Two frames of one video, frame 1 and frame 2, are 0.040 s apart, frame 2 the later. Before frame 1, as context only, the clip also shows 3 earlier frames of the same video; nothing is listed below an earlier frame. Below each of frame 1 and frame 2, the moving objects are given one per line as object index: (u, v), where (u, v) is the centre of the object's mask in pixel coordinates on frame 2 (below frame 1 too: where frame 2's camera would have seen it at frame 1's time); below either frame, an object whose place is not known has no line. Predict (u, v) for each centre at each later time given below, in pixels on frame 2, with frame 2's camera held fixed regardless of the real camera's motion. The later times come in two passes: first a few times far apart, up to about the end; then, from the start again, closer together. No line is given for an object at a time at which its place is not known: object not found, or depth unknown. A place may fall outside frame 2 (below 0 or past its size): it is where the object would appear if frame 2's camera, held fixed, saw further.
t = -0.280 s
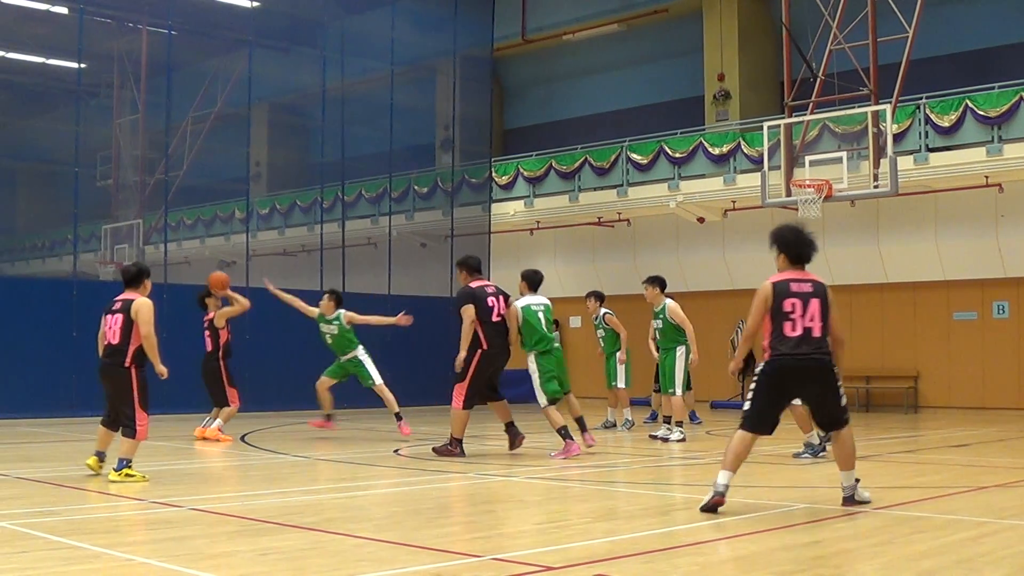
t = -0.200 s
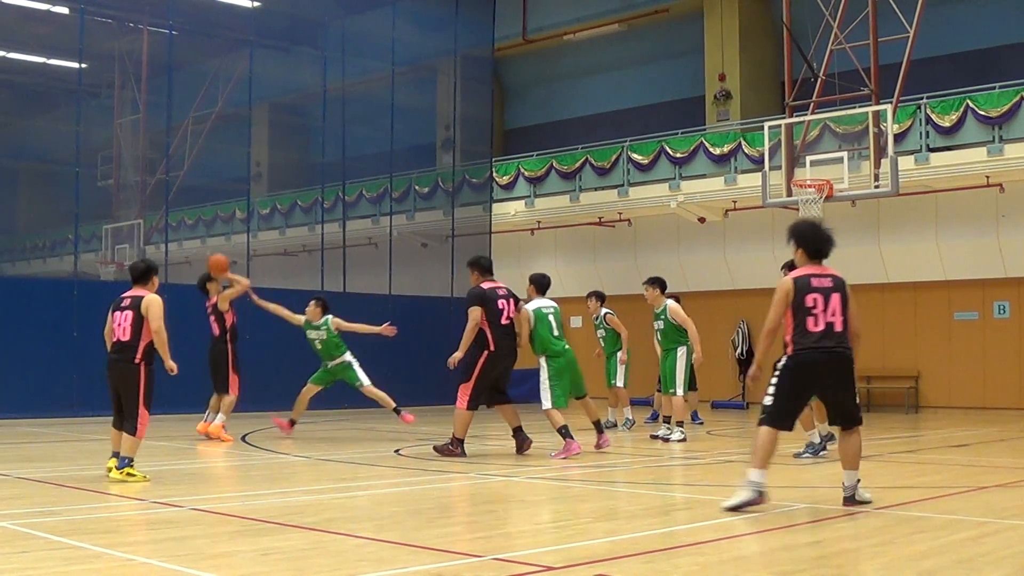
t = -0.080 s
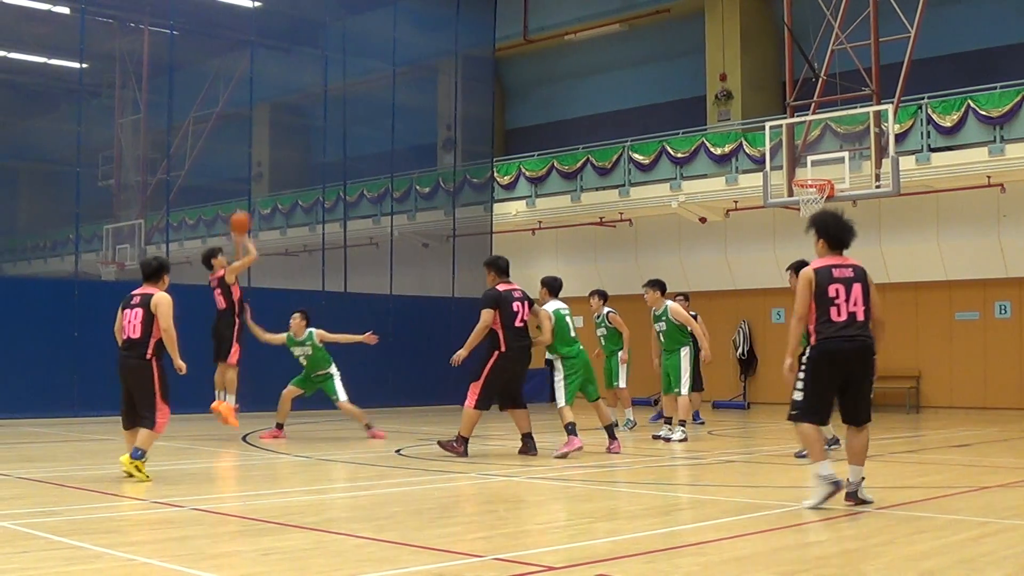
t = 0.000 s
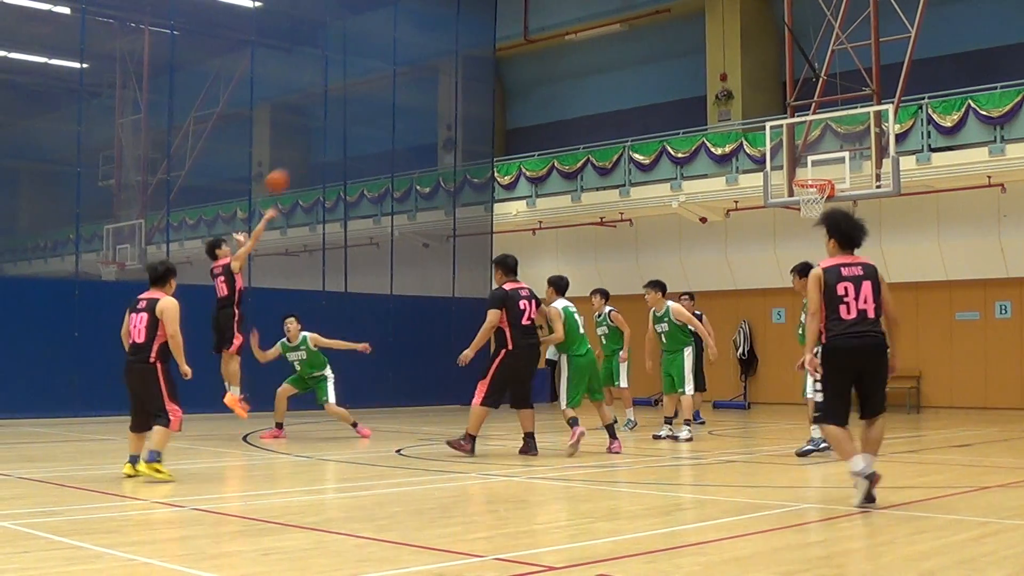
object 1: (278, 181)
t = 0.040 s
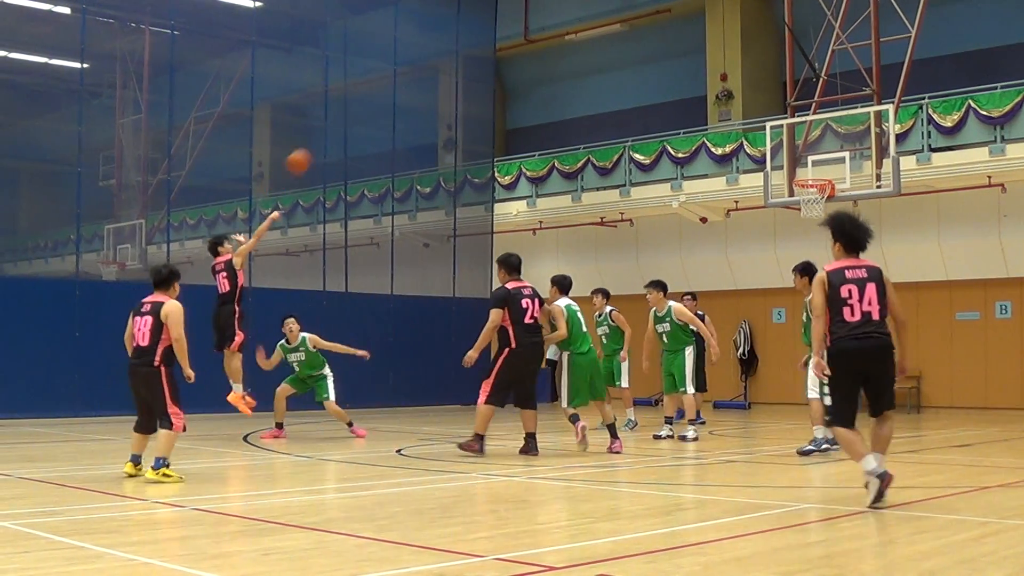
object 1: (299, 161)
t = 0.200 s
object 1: (382, 97)
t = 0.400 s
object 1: (481, 48)
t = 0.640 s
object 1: (594, 35)
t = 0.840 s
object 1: (682, 57)
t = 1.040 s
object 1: (768, 111)
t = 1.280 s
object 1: (840, 145)
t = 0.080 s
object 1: (320, 143)
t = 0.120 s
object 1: (340, 126)
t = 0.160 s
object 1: (362, 111)
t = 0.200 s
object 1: (382, 97)
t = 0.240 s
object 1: (402, 84)
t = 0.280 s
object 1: (422, 73)
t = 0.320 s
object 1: (442, 64)
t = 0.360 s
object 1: (462, 56)
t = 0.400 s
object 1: (481, 48)
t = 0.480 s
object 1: (519, 39)
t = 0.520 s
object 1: (538, 35)
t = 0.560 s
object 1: (557, 34)
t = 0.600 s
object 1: (575, 33)
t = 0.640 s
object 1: (594, 35)
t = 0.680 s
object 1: (613, 37)
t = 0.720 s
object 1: (631, 40)
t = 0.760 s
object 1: (648, 45)
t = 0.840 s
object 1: (682, 57)
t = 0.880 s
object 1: (699, 66)
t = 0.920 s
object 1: (718, 76)
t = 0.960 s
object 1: (735, 86)
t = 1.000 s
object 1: (752, 98)
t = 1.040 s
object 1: (768, 111)
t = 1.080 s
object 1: (786, 127)
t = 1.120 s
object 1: (803, 142)
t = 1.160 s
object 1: (819, 158)
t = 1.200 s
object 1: (833, 170)
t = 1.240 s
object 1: (836, 157)
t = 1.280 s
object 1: (840, 145)
